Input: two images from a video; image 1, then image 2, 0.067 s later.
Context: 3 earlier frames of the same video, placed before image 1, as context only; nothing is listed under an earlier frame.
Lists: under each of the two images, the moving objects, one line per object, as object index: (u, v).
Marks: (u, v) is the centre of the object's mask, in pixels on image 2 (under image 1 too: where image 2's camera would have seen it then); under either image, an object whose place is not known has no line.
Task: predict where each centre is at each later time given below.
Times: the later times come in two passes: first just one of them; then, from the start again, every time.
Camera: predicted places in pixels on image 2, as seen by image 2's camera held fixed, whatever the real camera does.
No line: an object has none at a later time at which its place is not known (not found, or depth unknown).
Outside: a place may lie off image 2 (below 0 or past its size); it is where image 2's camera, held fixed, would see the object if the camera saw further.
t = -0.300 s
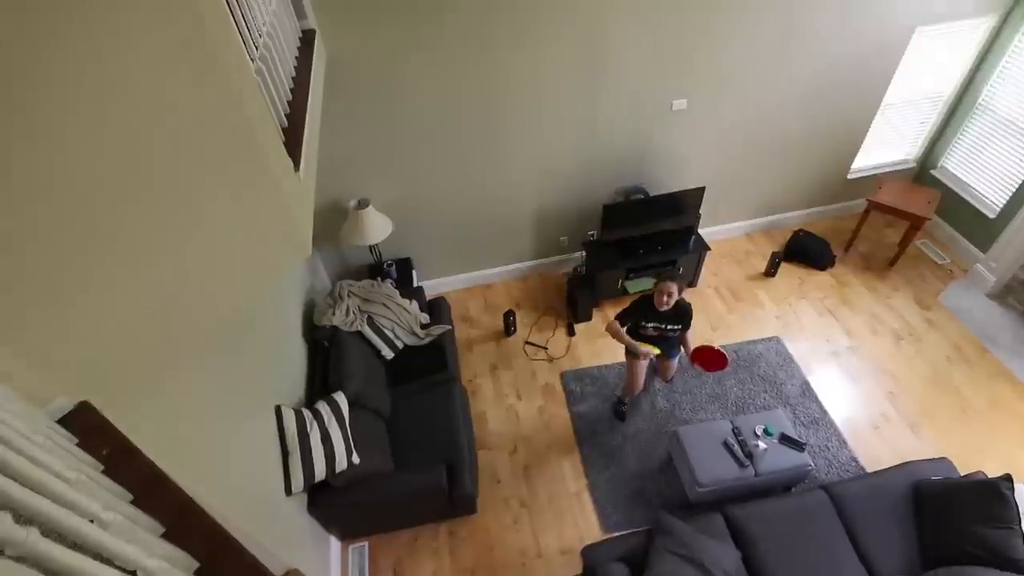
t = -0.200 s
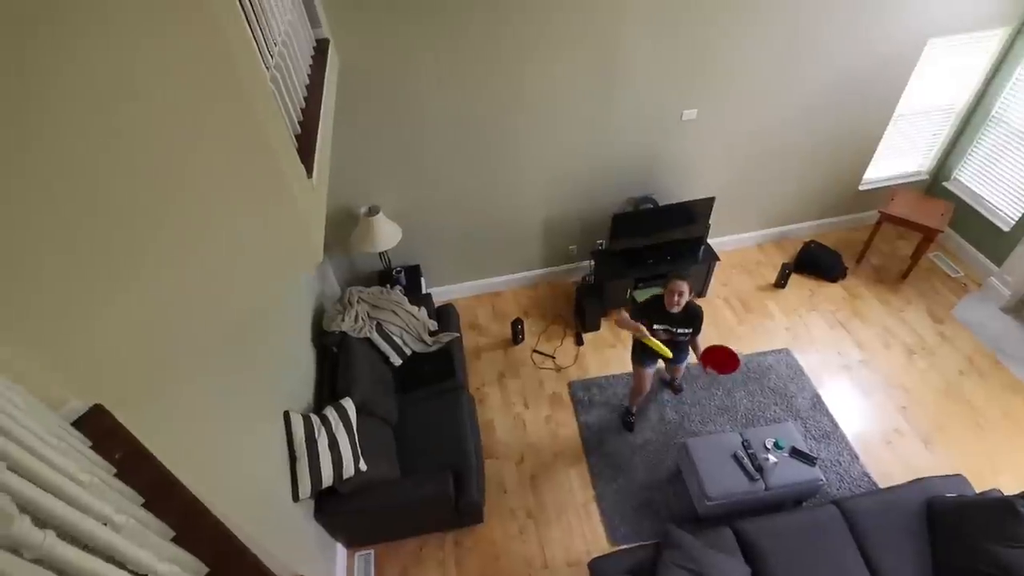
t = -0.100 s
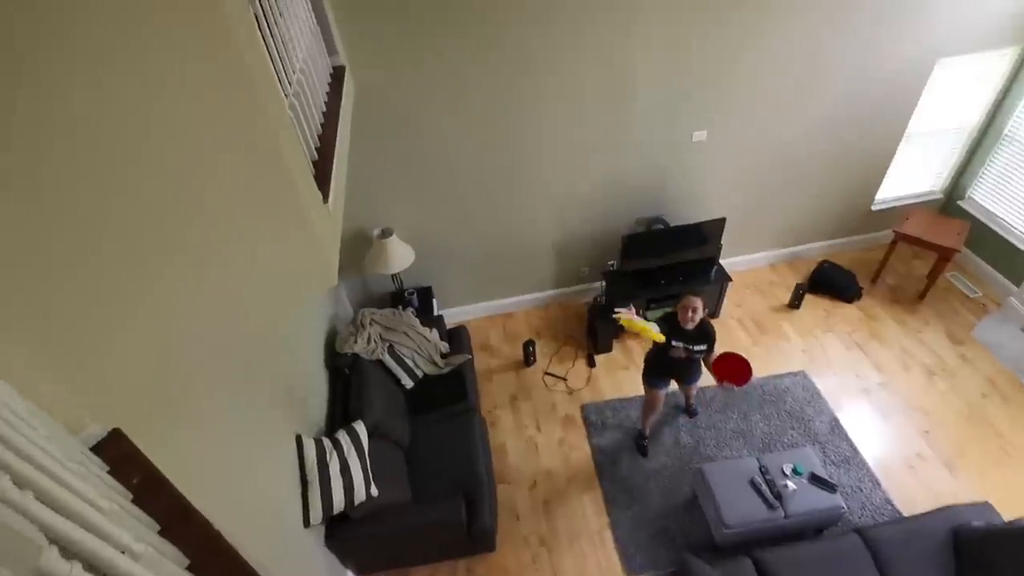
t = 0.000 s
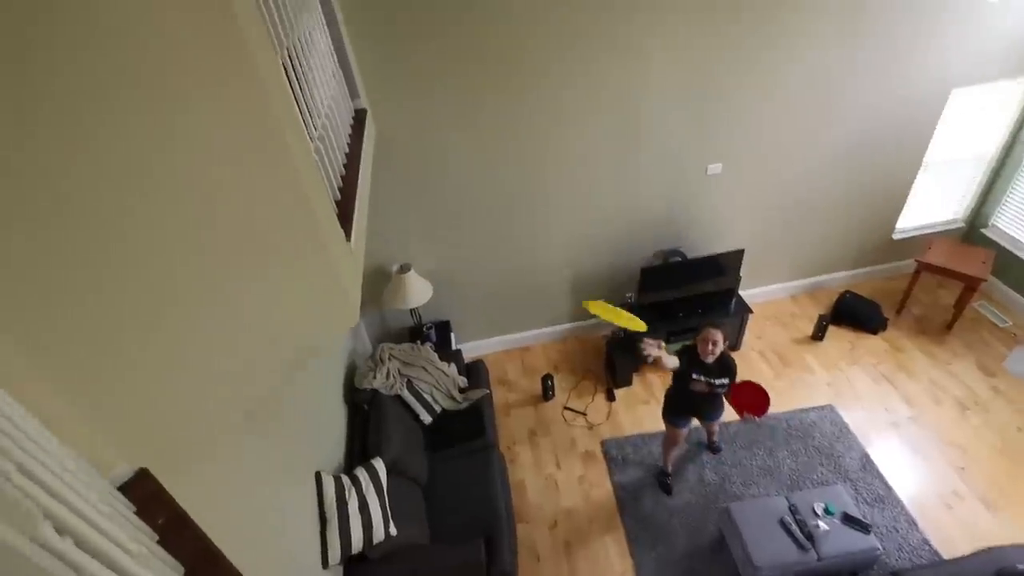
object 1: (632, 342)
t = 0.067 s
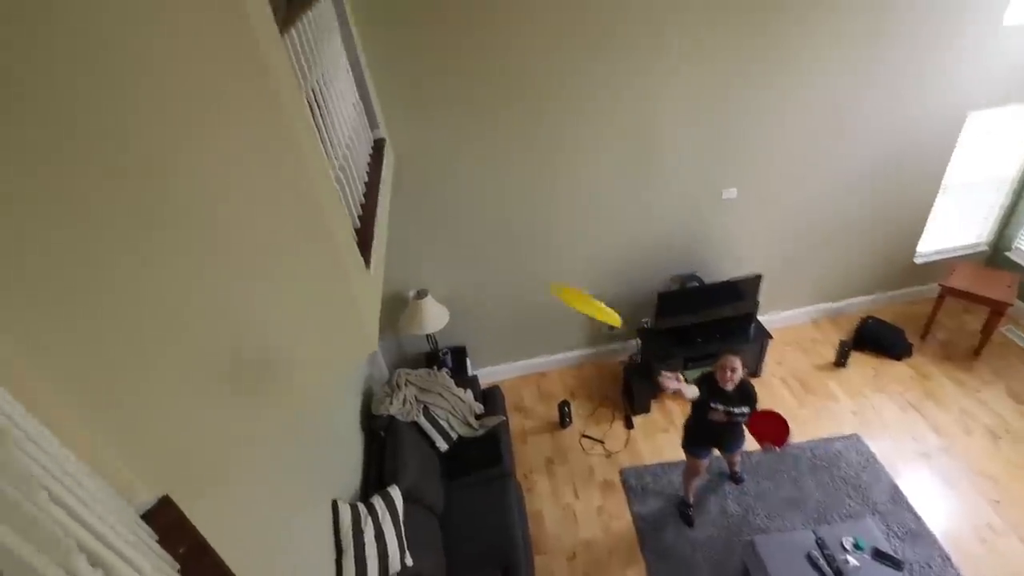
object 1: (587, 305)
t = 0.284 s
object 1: (303, 155)
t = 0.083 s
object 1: (572, 294)
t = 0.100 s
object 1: (558, 284)
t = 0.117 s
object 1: (541, 273)
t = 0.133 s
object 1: (522, 260)
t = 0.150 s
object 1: (505, 250)
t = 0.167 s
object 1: (483, 238)
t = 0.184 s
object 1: (464, 227)
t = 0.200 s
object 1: (441, 214)
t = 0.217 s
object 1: (415, 202)
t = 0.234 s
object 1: (389, 189)
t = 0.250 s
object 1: (360, 176)
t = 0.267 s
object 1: (333, 165)
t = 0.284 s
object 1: (303, 155)
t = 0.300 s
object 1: (273, 145)
